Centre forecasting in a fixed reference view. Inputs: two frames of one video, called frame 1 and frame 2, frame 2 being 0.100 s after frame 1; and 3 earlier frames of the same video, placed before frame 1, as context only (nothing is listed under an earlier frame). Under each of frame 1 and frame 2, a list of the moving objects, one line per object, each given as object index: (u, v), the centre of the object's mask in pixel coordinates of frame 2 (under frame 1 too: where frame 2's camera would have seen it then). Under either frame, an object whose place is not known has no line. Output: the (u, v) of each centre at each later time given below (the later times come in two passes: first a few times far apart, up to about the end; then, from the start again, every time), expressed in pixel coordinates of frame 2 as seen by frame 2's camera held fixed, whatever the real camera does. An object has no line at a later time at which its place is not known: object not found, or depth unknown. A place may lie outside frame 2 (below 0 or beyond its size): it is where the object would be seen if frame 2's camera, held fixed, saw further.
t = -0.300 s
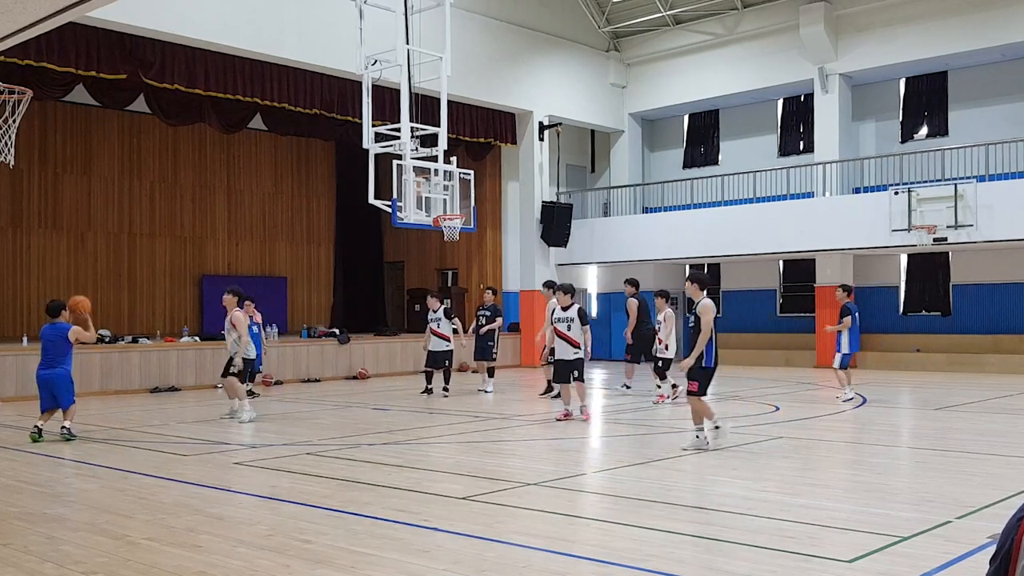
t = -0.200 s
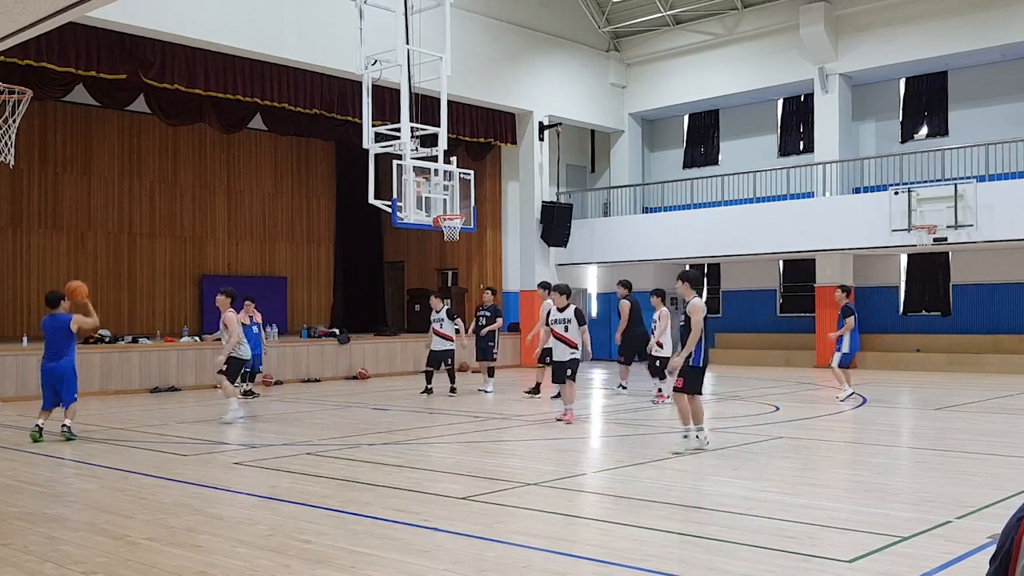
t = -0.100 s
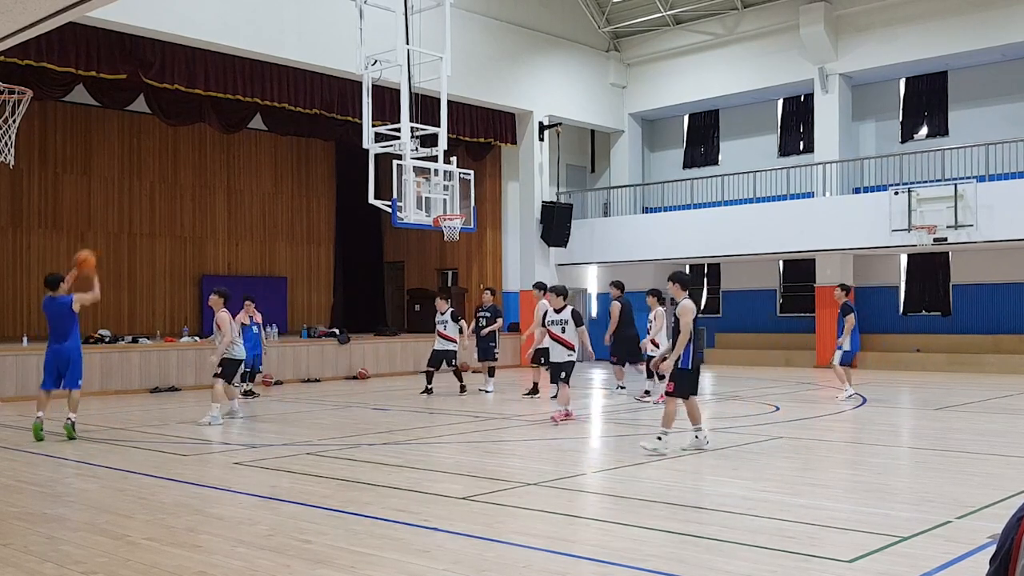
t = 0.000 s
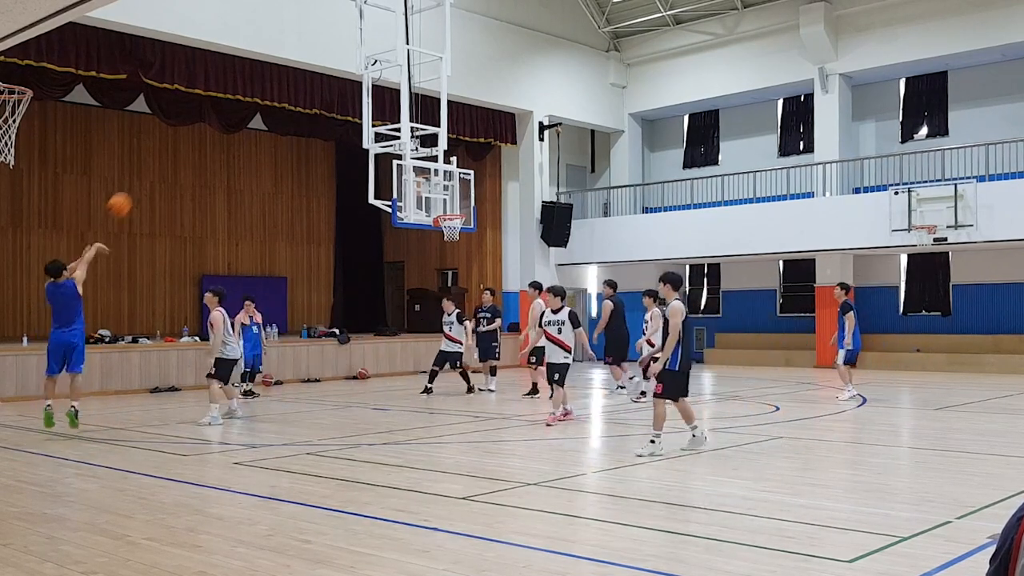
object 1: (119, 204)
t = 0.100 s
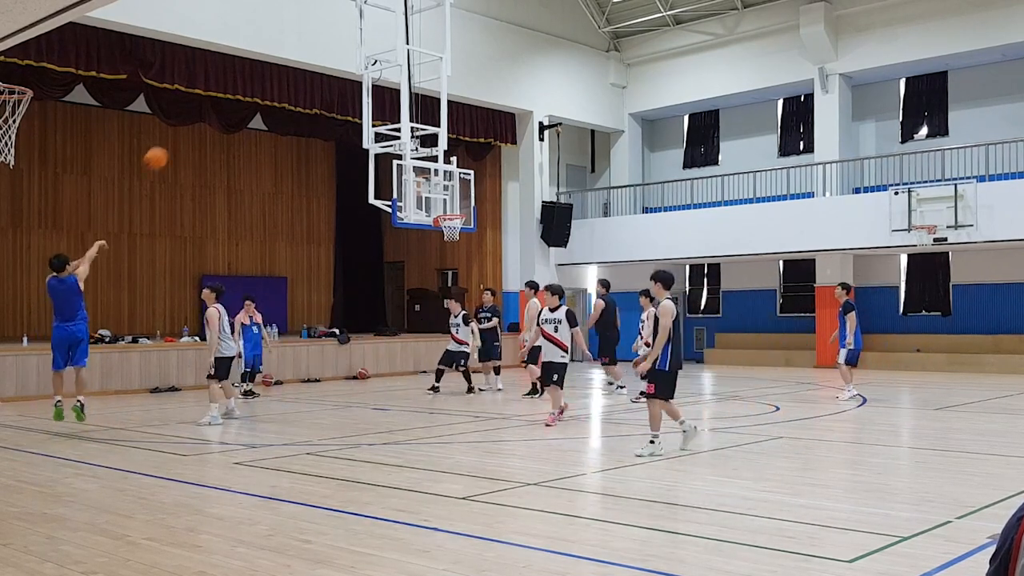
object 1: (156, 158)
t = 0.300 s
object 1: (221, 95)
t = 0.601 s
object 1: (305, 66)
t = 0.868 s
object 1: (369, 90)
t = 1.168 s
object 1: (428, 164)
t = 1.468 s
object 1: (464, 236)
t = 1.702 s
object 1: (470, 270)
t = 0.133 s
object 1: (167, 145)
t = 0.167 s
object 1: (179, 133)
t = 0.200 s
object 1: (190, 122)
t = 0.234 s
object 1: (201, 112)
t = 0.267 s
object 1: (211, 104)
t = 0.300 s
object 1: (221, 95)
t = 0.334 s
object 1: (232, 88)
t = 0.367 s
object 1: (241, 82)
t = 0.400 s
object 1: (251, 77)
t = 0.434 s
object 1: (260, 73)
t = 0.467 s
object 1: (269, 70)
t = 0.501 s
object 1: (278, 69)
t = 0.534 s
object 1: (287, 67)
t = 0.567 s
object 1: (297, 66)
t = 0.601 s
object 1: (305, 66)
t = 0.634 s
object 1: (313, 65)
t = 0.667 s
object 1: (321, 68)
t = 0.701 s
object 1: (330, 70)
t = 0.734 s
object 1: (338, 73)
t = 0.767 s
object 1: (345, 77)
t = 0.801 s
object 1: (353, 81)
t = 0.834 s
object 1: (360, 85)
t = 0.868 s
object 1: (369, 90)
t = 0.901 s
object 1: (377, 97)
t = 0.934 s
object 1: (382, 103)
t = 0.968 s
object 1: (389, 110)
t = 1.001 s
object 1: (396, 117)
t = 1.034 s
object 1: (403, 126)
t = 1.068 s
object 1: (410, 136)
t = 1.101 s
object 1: (416, 144)
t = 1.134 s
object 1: (423, 154)
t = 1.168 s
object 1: (428, 164)
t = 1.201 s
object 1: (435, 175)
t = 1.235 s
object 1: (441, 187)
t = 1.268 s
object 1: (446, 199)
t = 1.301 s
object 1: (452, 210)
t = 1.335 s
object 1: (458, 224)
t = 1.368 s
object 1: (462, 231)
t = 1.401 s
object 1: (463, 231)
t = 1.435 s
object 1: (463, 234)
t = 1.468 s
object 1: (464, 236)
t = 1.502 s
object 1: (465, 238)
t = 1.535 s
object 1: (466, 242)
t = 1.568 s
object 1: (466, 247)
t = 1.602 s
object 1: (467, 251)
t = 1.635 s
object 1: (468, 257)
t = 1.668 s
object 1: (469, 263)
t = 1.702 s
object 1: (470, 270)
